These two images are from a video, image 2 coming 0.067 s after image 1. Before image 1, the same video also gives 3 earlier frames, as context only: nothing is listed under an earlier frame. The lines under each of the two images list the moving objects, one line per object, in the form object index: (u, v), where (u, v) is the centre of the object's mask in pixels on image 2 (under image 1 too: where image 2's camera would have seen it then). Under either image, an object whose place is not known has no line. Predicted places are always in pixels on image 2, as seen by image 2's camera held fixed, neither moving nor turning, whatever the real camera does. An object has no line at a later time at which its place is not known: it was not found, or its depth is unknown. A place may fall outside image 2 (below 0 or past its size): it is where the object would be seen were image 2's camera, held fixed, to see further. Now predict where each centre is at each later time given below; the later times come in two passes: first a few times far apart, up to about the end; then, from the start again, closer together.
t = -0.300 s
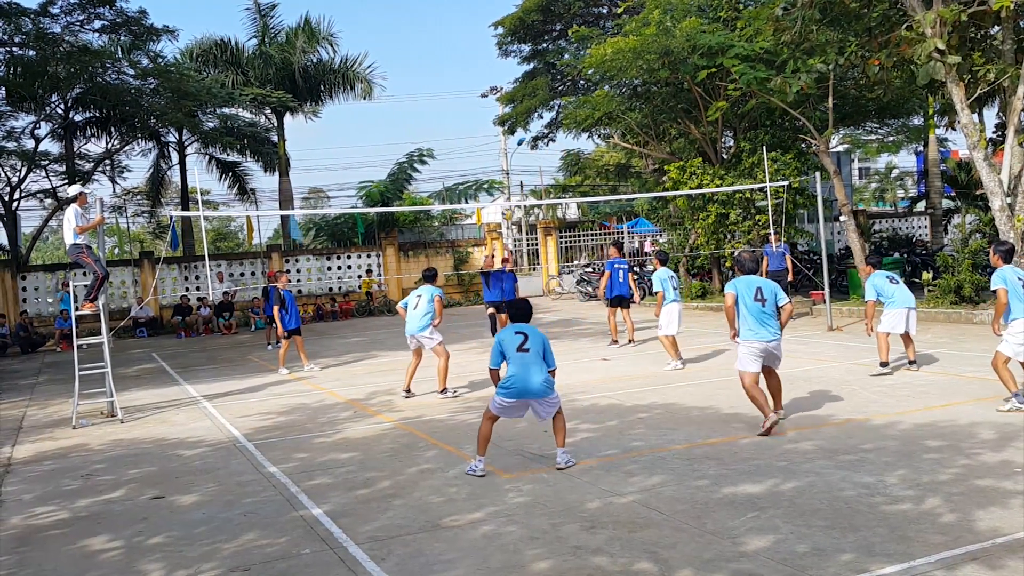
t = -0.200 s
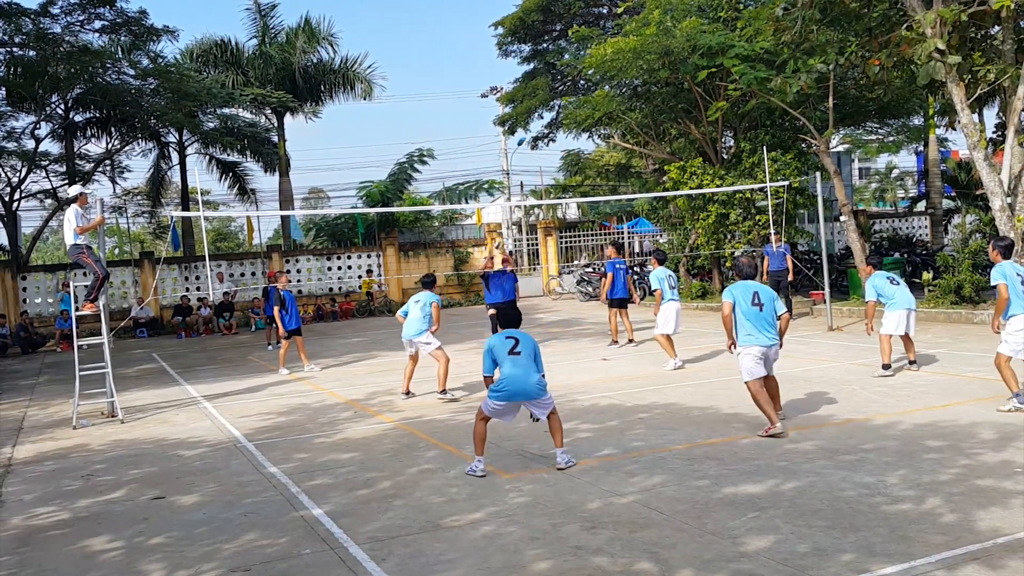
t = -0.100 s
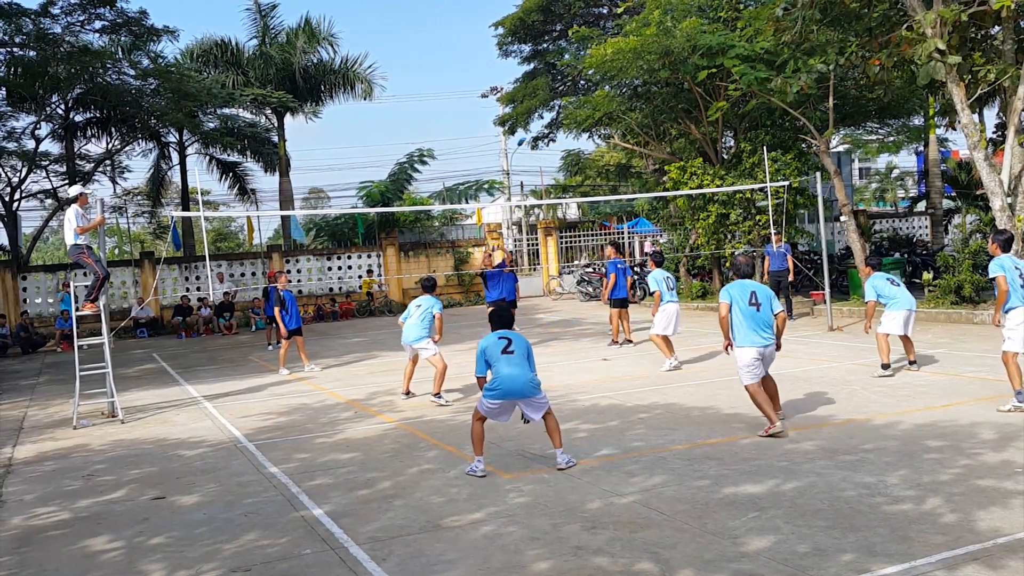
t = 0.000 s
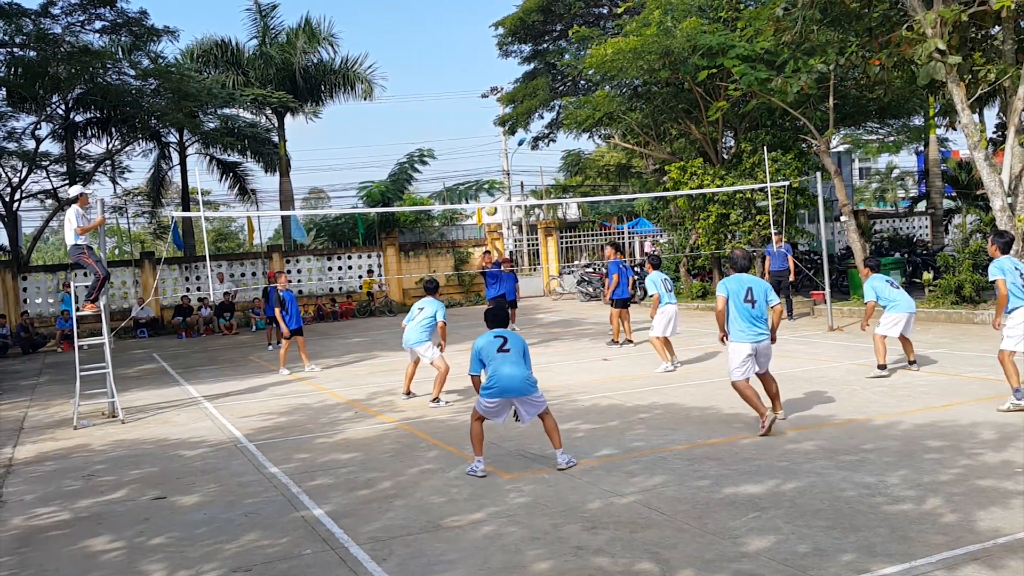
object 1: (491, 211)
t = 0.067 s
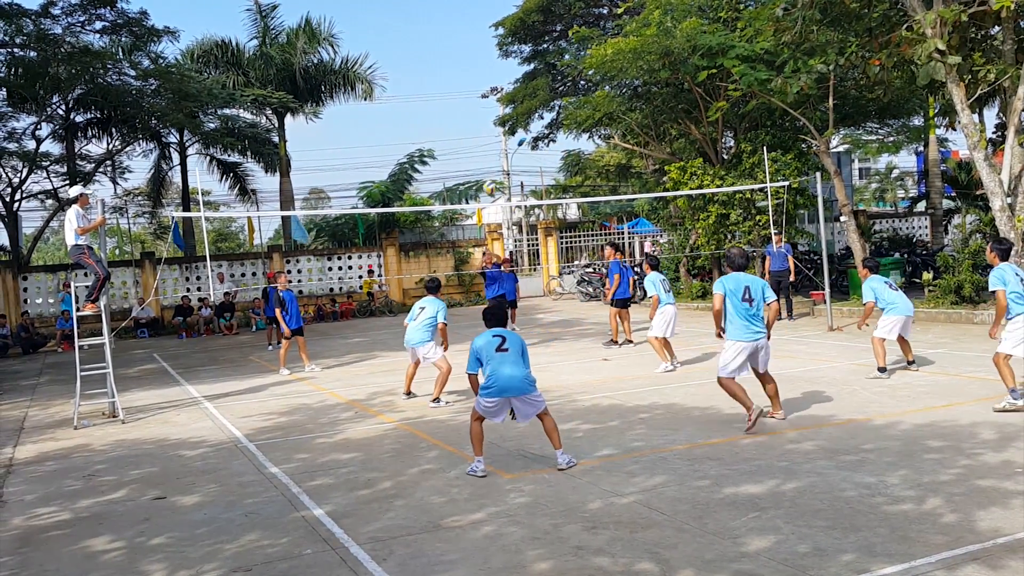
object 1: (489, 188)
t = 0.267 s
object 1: (486, 127)
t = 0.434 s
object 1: (484, 89)
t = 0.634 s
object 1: (485, 63)
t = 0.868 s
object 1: (489, 84)
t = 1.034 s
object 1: (499, 147)
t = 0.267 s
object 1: (486, 127)
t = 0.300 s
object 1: (485, 119)
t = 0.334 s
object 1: (485, 111)
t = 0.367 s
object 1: (485, 102)
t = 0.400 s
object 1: (484, 95)
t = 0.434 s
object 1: (484, 89)
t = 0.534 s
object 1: (484, 72)
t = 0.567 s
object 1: (484, 68)
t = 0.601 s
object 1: (485, 65)
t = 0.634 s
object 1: (485, 63)
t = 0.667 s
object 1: (485, 62)
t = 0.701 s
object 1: (486, 63)
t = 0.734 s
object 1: (486, 64)
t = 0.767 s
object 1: (487, 67)
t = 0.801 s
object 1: (487, 71)
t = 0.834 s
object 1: (488, 77)
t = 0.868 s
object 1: (489, 84)
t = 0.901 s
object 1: (491, 93)
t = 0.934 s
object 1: (492, 103)
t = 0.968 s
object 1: (494, 116)
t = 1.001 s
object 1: (496, 130)
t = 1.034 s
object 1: (499, 147)
